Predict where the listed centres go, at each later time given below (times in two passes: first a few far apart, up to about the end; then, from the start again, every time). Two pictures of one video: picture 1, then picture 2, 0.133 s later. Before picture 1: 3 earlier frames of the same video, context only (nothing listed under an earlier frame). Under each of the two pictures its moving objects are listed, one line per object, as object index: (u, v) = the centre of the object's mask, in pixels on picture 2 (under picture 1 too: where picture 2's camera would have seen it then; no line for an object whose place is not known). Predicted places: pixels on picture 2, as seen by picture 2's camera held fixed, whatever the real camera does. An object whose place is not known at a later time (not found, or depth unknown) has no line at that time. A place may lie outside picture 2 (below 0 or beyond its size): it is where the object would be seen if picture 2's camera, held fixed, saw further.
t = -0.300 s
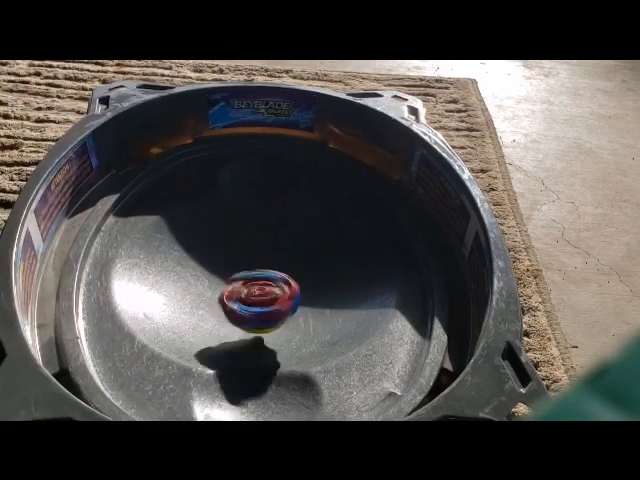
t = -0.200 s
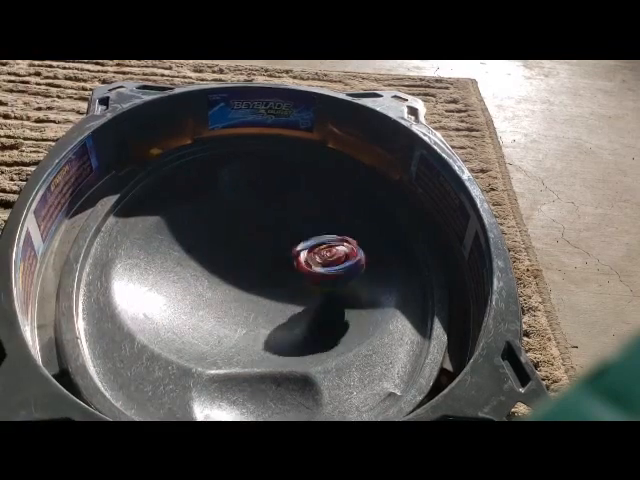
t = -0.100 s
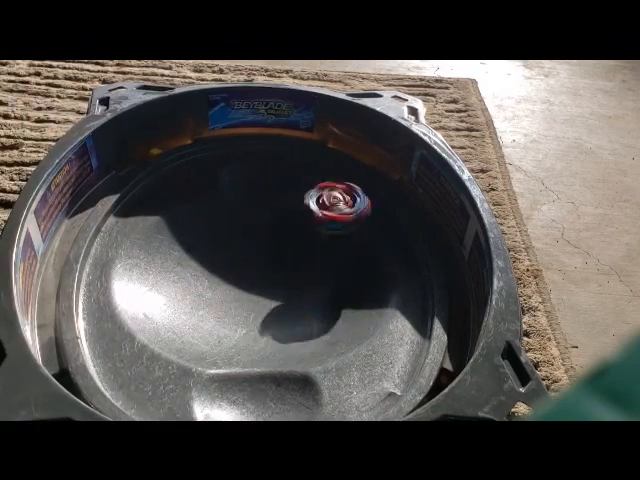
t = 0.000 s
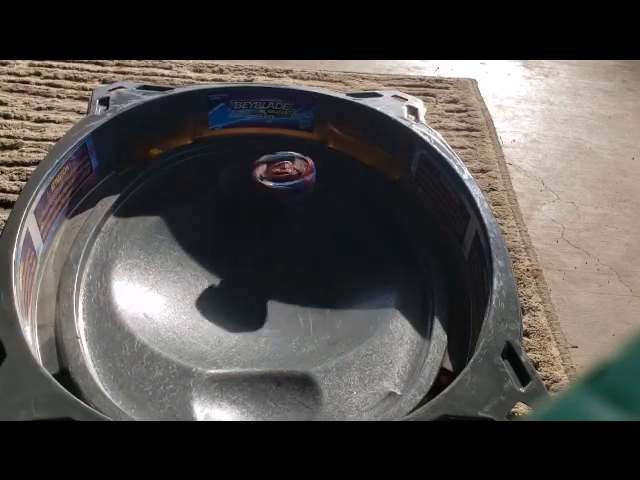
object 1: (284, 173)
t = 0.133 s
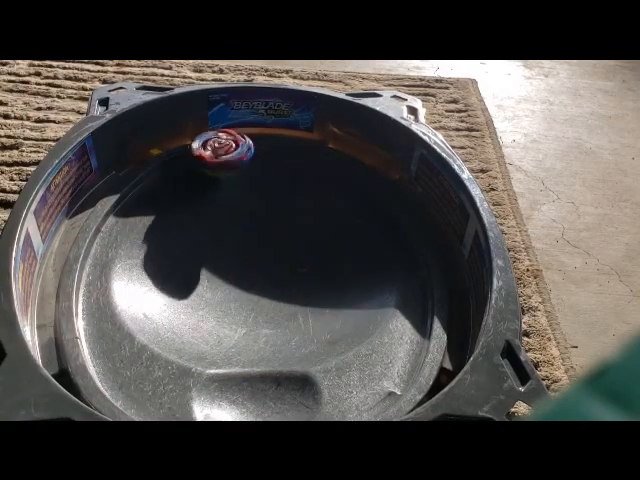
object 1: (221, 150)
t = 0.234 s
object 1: (203, 150)
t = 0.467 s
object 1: (154, 225)
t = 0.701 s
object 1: (352, 329)
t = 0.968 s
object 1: (365, 234)
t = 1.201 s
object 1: (125, 208)
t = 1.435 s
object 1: (135, 306)
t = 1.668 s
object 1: (387, 254)
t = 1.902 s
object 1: (322, 147)
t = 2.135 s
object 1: (191, 171)
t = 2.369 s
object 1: (163, 305)
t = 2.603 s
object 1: (380, 274)
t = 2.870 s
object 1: (234, 192)
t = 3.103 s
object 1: (164, 300)
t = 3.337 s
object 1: (344, 292)
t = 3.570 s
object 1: (267, 205)
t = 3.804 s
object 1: (153, 256)
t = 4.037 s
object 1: (305, 309)
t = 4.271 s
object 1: (310, 210)
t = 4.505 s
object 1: (168, 237)
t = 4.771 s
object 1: (298, 312)
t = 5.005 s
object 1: (274, 213)
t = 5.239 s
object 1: (131, 205)
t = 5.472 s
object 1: (104, 258)
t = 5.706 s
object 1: (231, 302)
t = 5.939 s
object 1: (298, 296)
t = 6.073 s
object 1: (311, 296)
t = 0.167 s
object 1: (216, 149)
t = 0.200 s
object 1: (210, 148)
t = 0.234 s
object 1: (203, 150)
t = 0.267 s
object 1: (193, 153)
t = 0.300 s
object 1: (179, 160)
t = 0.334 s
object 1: (170, 167)
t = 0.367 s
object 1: (167, 177)
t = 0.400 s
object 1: (158, 187)
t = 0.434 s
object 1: (157, 203)
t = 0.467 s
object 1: (154, 225)
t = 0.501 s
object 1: (147, 250)
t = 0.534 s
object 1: (156, 276)
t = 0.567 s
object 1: (183, 302)
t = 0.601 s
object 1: (220, 322)
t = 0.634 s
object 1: (266, 332)
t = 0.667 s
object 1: (313, 331)
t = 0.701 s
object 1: (352, 329)
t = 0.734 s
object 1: (391, 325)
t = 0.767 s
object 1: (420, 299)
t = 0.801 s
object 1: (432, 272)
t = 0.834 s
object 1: (440, 261)
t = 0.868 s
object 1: (438, 260)
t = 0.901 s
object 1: (418, 252)
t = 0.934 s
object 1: (395, 242)
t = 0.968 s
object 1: (365, 234)
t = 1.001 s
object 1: (335, 225)
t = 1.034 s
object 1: (308, 213)
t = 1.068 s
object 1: (272, 205)
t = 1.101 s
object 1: (233, 199)
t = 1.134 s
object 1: (191, 196)
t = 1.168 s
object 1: (153, 199)
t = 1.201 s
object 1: (125, 208)
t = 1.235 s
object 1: (100, 208)
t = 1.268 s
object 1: (78, 211)
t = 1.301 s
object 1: (68, 227)
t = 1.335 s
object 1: (61, 254)
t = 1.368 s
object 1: (84, 274)
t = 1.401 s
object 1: (98, 297)
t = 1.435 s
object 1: (135, 306)
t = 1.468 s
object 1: (164, 316)
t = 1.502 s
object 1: (213, 326)
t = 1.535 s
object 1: (258, 327)
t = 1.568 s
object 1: (307, 319)
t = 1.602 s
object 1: (337, 303)
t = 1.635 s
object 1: (367, 279)
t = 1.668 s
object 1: (387, 254)
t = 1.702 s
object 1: (386, 226)
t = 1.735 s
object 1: (390, 208)
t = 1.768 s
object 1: (389, 187)
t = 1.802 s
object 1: (379, 165)
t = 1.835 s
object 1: (366, 156)
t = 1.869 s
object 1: (347, 155)
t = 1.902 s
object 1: (322, 147)
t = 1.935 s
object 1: (298, 140)
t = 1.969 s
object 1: (281, 146)
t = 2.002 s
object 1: (267, 149)
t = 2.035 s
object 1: (242, 150)
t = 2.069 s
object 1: (224, 153)
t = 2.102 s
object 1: (211, 162)
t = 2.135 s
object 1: (191, 171)
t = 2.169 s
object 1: (183, 181)
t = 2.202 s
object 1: (167, 194)
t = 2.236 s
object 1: (150, 213)
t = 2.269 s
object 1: (133, 235)
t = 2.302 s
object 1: (129, 259)
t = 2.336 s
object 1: (142, 284)
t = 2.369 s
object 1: (163, 305)
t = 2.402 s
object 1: (194, 321)
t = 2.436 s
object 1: (228, 329)
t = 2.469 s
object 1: (270, 331)
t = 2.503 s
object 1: (307, 323)
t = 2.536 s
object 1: (339, 311)
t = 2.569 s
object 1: (367, 297)
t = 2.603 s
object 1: (380, 274)
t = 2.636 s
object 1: (384, 251)
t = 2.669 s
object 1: (384, 236)
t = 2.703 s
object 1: (367, 220)
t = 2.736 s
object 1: (352, 205)
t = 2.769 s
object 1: (326, 195)
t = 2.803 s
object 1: (295, 191)
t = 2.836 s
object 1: (265, 190)
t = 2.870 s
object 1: (234, 192)
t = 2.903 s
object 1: (205, 201)
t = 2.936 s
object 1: (185, 212)
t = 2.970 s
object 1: (167, 226)
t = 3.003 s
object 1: (154, 244)
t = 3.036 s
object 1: (143, 266)
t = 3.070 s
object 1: (151, 282)
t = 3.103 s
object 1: (164, 300)
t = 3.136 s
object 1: (183, 315)
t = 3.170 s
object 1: (214, 324)
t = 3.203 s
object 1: (241, 330)
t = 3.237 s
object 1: (282, 326)
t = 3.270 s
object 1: (313, 318)
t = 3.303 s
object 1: (334, 306)
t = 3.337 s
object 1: (344, 292)
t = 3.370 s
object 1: (349, 276)
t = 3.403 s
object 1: (353, 256)
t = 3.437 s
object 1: (345, 241)
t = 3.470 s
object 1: (326, 227)
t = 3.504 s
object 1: (312, 218)
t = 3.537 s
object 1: (291, 211)
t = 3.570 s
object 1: (267, 205)
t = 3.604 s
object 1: (242, 205)
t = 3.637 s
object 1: (211, 209)
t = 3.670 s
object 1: (193, 212)
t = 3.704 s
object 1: (173, 222)
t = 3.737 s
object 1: (149, 233)
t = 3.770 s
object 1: (143, 247)
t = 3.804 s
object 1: (153, 256)
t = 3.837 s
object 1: (155, 280)
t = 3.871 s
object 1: (165, 296)
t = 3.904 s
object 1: (197, 312)
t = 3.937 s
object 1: (223, 320)
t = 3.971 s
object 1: (250, 322)
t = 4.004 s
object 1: (287, 319)
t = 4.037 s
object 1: (305, 309)
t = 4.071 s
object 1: (325, 298)
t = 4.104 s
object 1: (345, 281)
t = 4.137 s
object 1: (352, 263)
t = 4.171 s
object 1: (350, 246)
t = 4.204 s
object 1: (343, 234)
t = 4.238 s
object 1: (329, 217)
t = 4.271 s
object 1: (310, 210)
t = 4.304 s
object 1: (282, 205)
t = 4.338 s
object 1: (268, 202)
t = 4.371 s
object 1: (238, 202)
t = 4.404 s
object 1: (221, 205)
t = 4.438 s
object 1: (194, 213)
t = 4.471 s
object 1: (185, 222)
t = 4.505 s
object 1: (168, 237)
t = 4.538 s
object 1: (169, 253)
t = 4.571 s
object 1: (166, 267)
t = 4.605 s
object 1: (177, 288)
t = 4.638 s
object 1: (197, 299)
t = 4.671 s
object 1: (225, 309)
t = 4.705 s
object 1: (245, 316)
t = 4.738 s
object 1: (280, 317)
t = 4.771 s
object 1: (298, 312)
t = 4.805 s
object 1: (324, 303)
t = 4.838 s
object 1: (327, 287)
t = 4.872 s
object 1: (318, 269)
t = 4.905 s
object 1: (310, 251)
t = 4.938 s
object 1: (306, 238)
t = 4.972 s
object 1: (293, 225)
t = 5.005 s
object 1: (274, 213)
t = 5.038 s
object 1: (263, 203)
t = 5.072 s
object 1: (243, 201)
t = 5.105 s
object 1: (218, 192)
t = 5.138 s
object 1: (196, 195)
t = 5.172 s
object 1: (169, 192)
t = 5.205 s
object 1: (145, 197)
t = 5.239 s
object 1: (131, 205)
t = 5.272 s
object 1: (104, 205)
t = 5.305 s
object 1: (93, 192)
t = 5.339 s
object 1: (82, 192)
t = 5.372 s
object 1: (73, 202)
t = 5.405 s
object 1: (71, 220)
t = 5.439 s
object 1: (89, 238)
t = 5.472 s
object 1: (104, 258)
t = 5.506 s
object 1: (104, 262)
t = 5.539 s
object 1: (116, 273)
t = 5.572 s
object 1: (142, 281)
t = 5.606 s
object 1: (157, 291)
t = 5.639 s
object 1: (182, 301)
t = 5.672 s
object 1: (215, 302)
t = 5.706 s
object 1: (231, 302)
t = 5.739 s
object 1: (253, 302)
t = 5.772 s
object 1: (272, 298)
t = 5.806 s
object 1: (272, 295)
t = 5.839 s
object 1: (290, 291)
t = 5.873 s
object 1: (299, 284)
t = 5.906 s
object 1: (303, 291)
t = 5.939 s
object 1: (298, 296)
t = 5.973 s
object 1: (304, 299)
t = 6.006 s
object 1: (307, 300)
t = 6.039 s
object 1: (304, 298)
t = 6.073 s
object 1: (311, 296)
